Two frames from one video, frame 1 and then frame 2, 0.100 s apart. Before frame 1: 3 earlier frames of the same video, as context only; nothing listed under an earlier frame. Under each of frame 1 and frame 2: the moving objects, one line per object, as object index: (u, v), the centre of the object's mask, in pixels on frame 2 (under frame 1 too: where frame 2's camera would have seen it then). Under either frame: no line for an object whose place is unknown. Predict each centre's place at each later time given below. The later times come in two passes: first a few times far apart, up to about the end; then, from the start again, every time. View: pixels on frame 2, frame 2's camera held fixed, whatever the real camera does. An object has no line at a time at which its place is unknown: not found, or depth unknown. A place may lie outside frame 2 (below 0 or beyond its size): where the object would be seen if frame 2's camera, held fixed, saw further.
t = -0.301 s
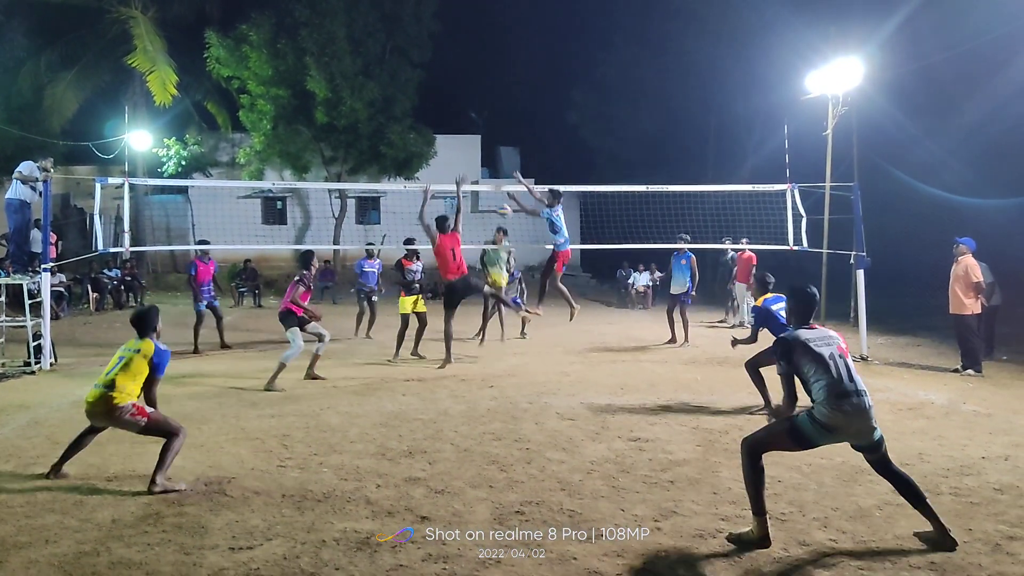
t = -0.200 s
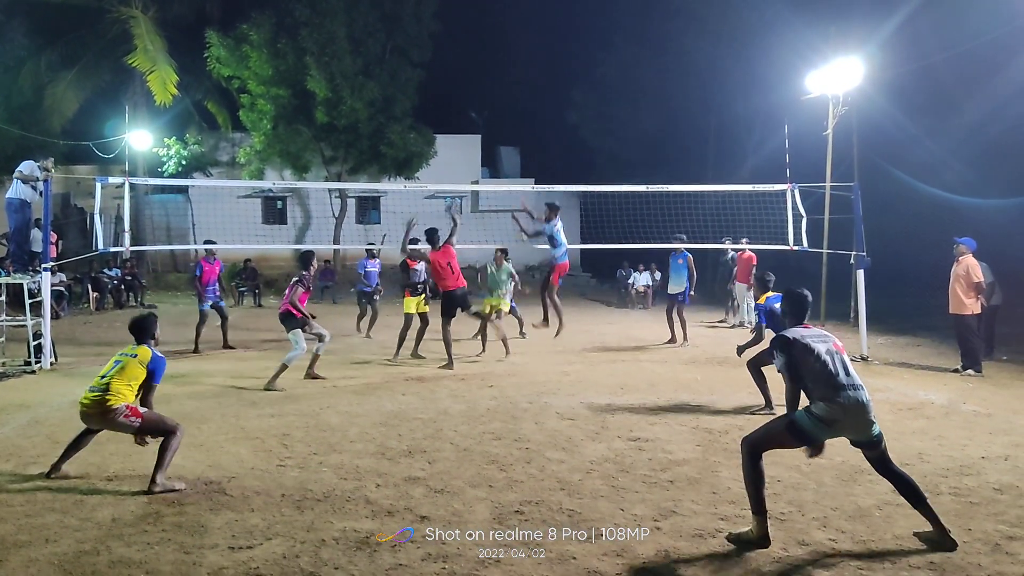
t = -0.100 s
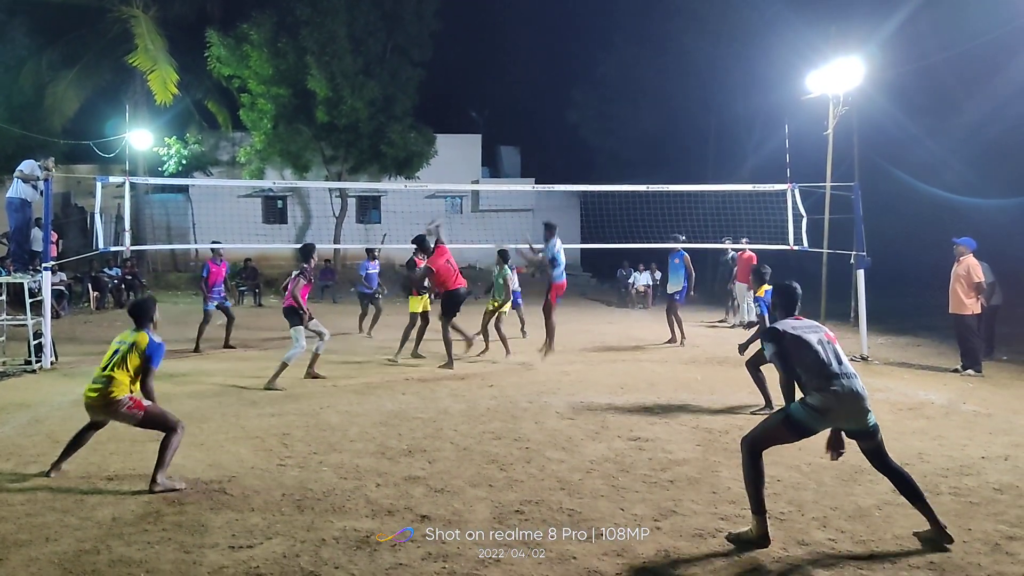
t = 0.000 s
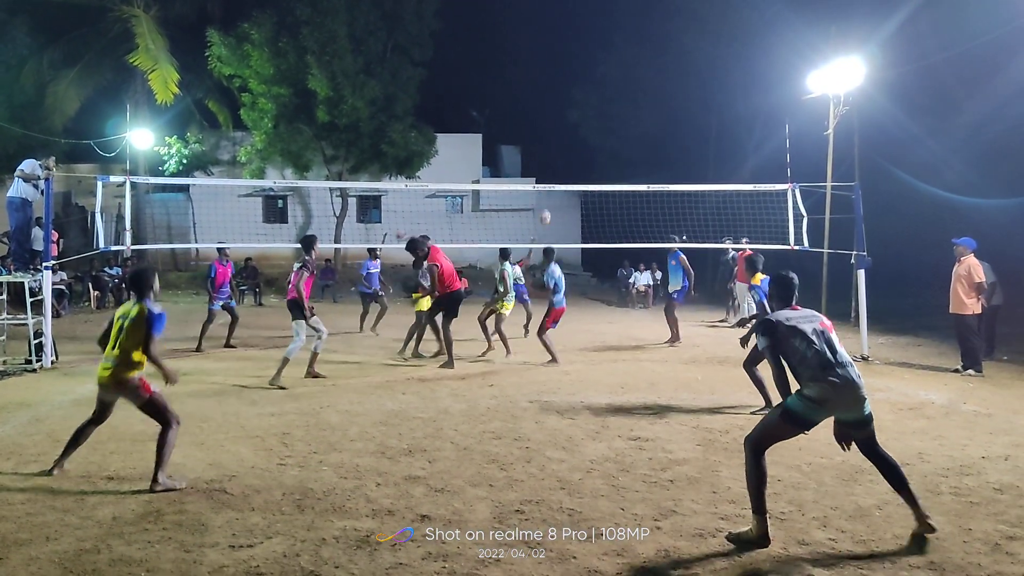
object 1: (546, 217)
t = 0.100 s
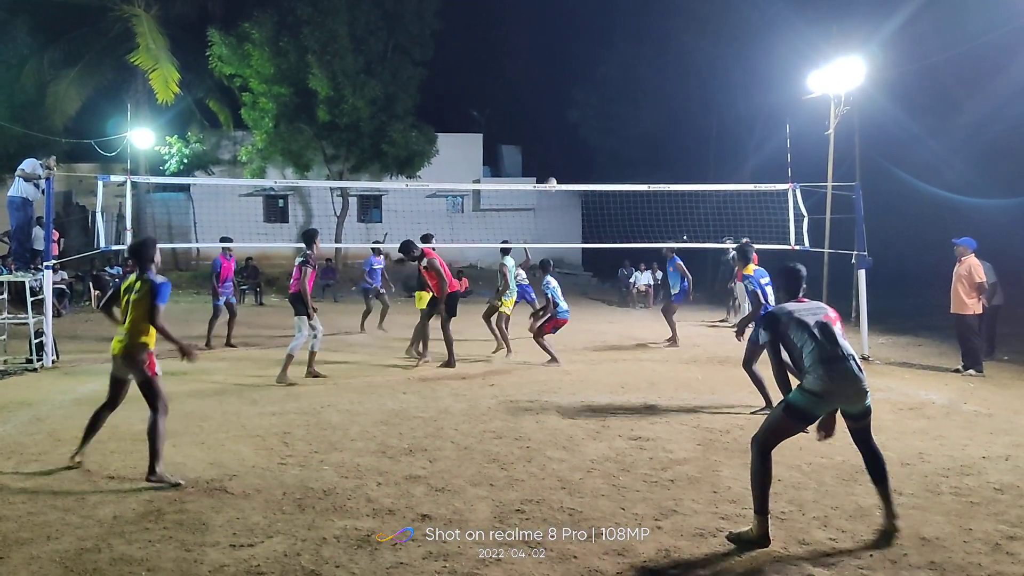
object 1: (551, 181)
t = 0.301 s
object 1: (560, 138)
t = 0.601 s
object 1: (576, 110)
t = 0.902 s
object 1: (591, 132)
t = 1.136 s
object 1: (603, 180)
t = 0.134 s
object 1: (552, 176)
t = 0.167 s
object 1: (554, 167)
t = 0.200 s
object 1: (555, 159)
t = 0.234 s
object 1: (557, 151)
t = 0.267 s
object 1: (559, 144)
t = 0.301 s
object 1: (560, 138)
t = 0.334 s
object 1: (562, 132)
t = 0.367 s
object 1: (564, 128)
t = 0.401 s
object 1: (566, 123)
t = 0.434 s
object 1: (567, 119)
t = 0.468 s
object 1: (569, 116)
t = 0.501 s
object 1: (571, 114)
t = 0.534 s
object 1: (572, 112)
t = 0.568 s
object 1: (574, 110)
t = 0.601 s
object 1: (576, 110)
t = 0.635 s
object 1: (578, 110)
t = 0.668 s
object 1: (579, 110)
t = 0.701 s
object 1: (581, 111)
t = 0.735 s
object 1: (583, 113)
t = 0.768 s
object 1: (584, 116)
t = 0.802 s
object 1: (586, 119)
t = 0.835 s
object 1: (588, 122)
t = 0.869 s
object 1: (590, 127)
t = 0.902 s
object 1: (591, 132)
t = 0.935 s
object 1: (593, 137)
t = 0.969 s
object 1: (595, 143)
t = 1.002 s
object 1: (597, 150)
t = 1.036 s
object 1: (598, 157)
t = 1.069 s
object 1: (600, 165)
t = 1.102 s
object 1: (601, 173)
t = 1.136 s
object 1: (603, 180)
